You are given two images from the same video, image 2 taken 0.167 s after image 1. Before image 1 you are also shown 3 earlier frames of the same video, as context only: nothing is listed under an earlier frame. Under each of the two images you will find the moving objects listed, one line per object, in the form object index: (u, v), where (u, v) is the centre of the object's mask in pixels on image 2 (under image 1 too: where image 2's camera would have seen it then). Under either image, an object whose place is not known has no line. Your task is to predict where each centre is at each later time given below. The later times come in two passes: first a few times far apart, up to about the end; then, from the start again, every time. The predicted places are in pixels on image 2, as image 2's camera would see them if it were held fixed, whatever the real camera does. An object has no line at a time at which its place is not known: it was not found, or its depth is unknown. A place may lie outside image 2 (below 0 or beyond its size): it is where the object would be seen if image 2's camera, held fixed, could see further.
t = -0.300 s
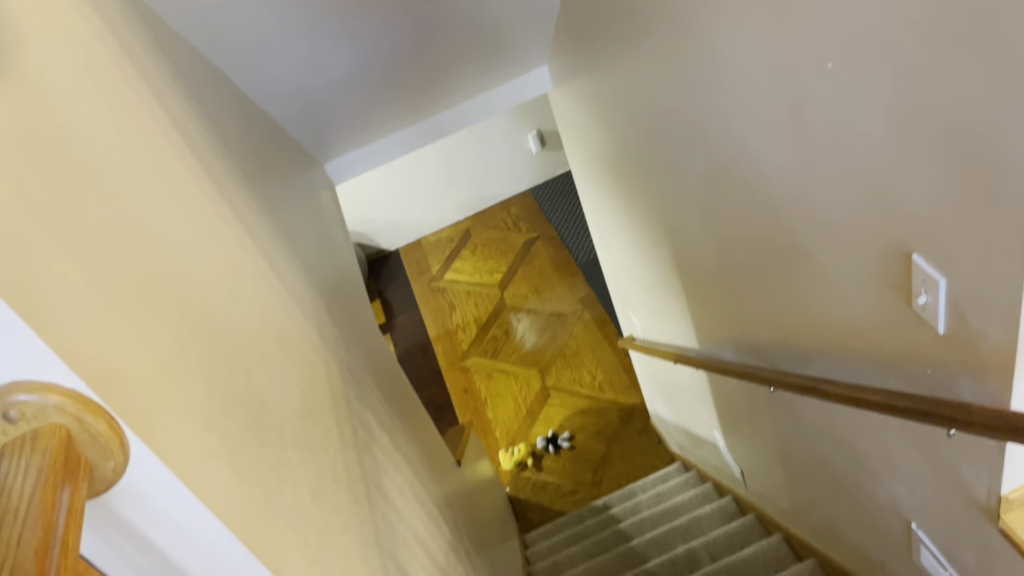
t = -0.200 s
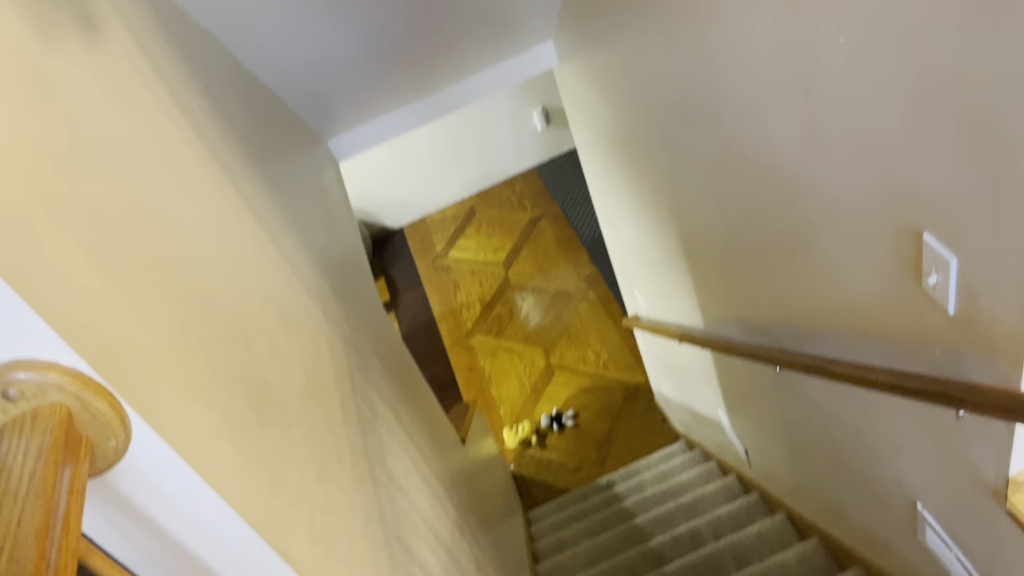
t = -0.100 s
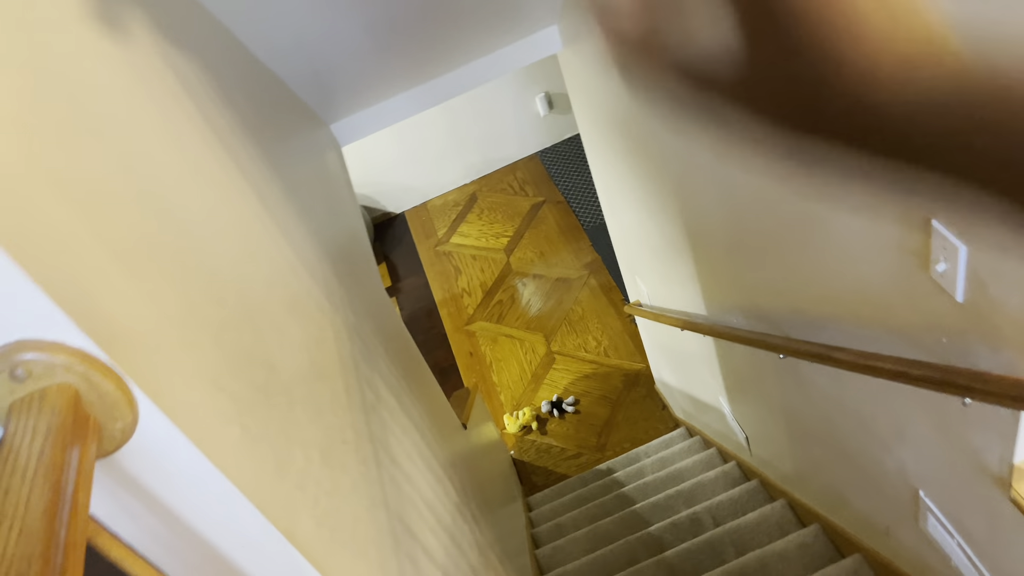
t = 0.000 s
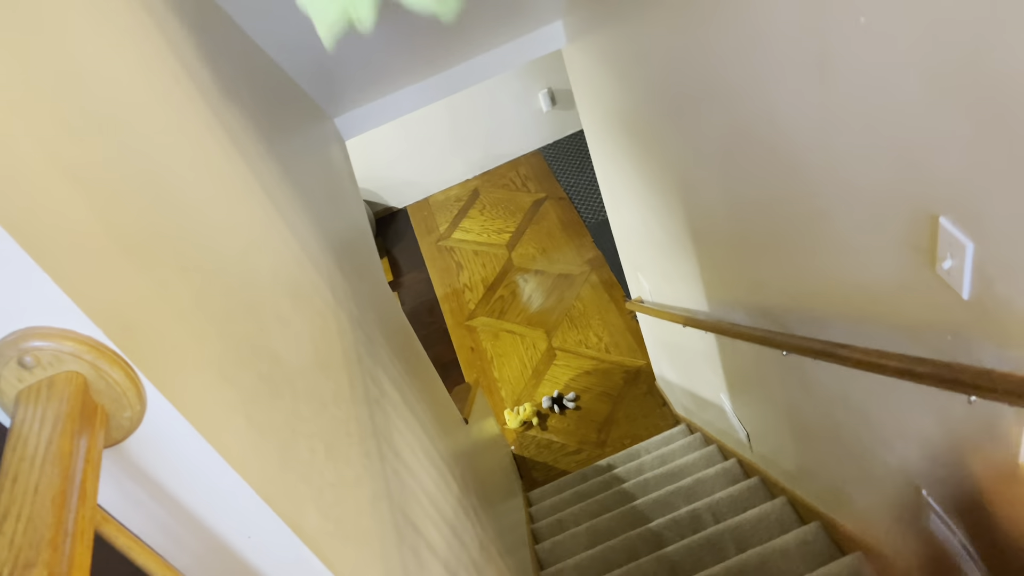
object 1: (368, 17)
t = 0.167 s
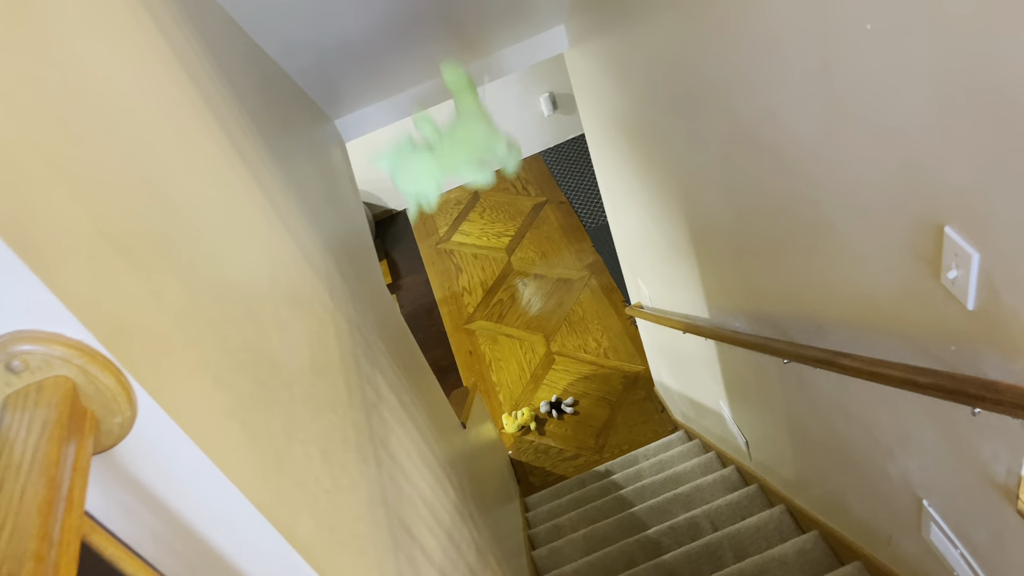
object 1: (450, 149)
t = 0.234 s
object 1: (472, 210)
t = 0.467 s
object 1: (537, 377)
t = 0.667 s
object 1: (577, 475)
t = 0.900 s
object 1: (572, 434)
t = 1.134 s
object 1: (587, 411)
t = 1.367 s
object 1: (592, 395)
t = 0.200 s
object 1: (461, 181)
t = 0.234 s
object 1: (472, 210)
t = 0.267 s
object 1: (482, 237)
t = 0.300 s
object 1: (493, 263)
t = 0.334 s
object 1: (503, 288)
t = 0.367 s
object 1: (512, 312)
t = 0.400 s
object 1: (521, 333)
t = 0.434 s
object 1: (529, 356)
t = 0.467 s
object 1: (537, 377)
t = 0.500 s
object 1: (545, 396)
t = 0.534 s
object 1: (553, 414)
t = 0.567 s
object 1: (560, 432)
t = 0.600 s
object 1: (567, 448)
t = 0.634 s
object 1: (574, 466)
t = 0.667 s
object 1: (577, 475)
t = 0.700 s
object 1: (574, 476)
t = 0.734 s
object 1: (574, 468)
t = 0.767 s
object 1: (575, 458)
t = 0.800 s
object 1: (573, 449)
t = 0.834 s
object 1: (573, 443)
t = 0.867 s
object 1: (572, 438)
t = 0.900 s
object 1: (572, 434)
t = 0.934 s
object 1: (573, 429)
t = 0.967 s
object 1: (575, 426)
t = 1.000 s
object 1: (577, 425)
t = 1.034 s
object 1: (579, 422)
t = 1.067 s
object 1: (580, 420)
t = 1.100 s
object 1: (583, 417)
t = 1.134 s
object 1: (587, 411)
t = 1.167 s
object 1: (588, 407)
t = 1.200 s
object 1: (589, 404)
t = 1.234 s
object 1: (592, 400)
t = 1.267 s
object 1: (592, 398)
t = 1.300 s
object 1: (593, 396)
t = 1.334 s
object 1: (593, 395)
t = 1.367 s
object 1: (592, 395)
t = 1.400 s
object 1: (591, 395)
